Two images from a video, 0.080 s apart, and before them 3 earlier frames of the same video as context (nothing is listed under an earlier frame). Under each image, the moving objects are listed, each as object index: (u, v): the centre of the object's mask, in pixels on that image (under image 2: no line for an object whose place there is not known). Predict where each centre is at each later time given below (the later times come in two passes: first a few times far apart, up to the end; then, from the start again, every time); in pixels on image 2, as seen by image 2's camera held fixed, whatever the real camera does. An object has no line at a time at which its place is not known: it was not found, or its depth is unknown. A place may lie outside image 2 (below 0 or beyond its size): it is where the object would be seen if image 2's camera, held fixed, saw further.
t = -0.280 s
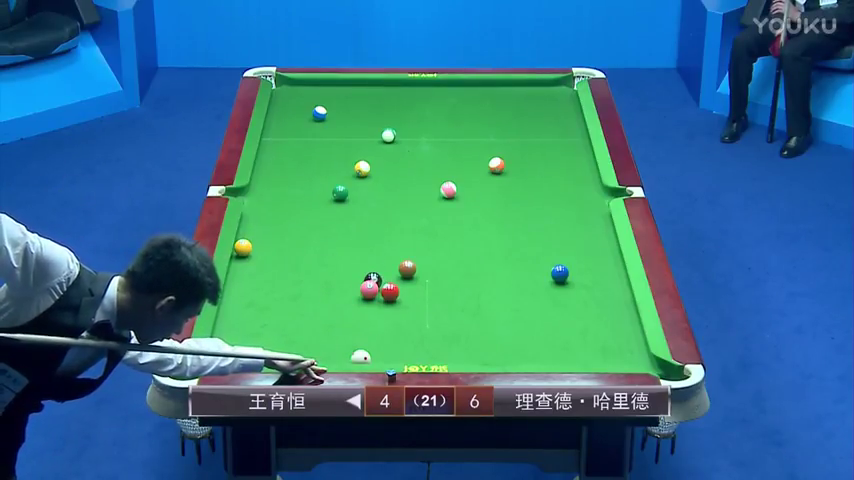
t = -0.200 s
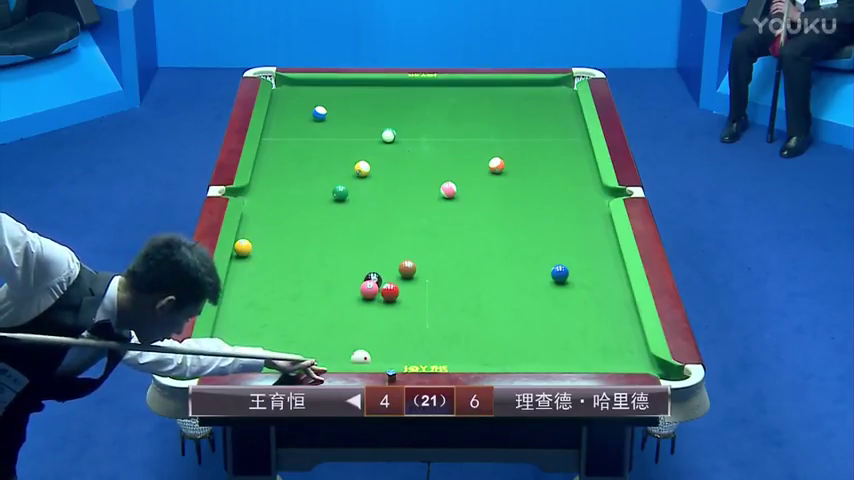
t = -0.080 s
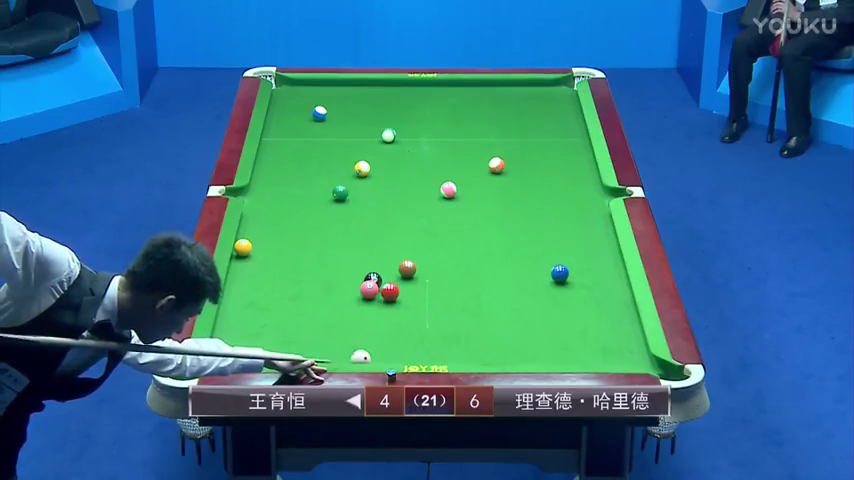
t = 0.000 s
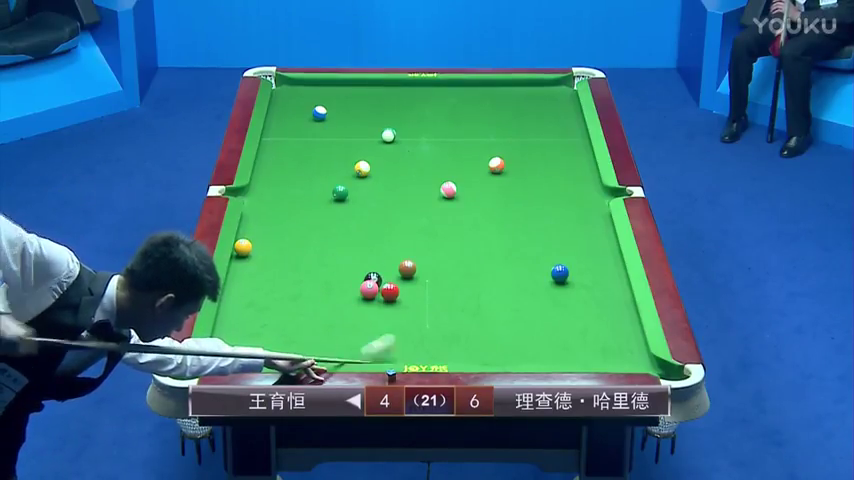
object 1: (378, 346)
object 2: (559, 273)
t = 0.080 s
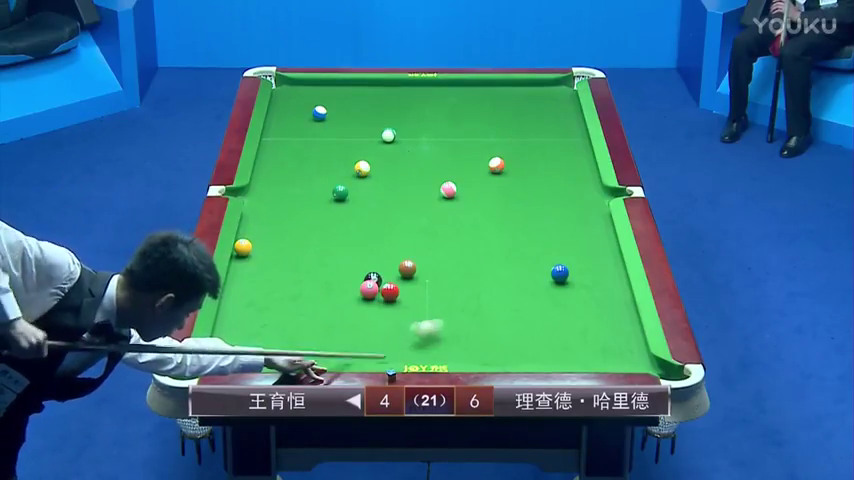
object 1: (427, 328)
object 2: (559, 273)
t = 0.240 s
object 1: (509, 295)
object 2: (560, 273)
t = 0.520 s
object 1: (582, 286)
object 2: (593, 243)
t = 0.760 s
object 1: (621, 293)
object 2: (590, 216)
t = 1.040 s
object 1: (602, 303)
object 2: (561, 191)
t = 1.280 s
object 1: (584, 312)
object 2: (539, 172)
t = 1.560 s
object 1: (563, 322)
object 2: (515, 151)
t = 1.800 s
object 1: (545, 330)
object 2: (497, 135)
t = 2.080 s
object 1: (526, 339)
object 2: (477, 117)
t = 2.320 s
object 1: (511, 345)
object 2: (462, 104)
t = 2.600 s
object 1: (494, 352)
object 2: (446, 89)
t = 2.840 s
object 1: (482, 356)
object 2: (434, 87)
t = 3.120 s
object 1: (469, 359)
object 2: (423, 97)
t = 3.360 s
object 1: (463, 356)
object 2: (414, 105)
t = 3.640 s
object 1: (457, 355)
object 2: (404, 114)
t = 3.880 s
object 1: (454, 354)
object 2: (396, 121)
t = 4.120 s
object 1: (452, 354)
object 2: (387, 125)
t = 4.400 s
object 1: (451, 354)
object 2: (377, 131)
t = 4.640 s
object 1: (451, 354)
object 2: (369, 133)
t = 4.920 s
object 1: (451, 354)
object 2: (361, 135)
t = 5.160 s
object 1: (451, 354)
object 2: (356, 135)
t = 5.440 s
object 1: (451, 354)
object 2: (351, 136)
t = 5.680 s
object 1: (451, 354)
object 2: (348, 137)
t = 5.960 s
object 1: (451, 354)
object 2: (346, 137)
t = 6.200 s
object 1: (451, 354)
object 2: (346, 138)
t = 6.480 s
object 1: (451, 354)
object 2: (346, 138)
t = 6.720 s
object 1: (451, 354)
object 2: (346, 138)
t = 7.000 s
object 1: (451, 354)
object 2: (346, 137)
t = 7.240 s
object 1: (451, 354)
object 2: (346, 137)
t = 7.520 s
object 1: (451, 354)
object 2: (346, 137)
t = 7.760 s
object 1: (451, 354)
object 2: (346, 137)
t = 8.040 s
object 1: (451, 354)
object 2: (346, 138)
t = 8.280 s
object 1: (451, 354)
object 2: (346, 137)
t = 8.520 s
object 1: (451, 354)
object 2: (346, 138)
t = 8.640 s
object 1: (451, 354)
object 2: (346, 138)
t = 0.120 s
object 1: (449, 319)
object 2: (560, 273)
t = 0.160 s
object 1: (470, 311)
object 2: (559, 273)
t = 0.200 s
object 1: (490, 303)
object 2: (560, 273)
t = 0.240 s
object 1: (509, 295)
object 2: (560, 273)
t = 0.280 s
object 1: (527, 289)
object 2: (560, 273)
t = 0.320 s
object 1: (544, 282)
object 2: (561, 272)
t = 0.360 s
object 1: (555, 281)
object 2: (565, 267)
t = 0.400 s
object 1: (562, 282)
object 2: (572, 261)
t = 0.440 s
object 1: (569, 283)
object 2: (579, 255)
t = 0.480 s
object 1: (576, 285)
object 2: (586, 249)
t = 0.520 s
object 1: (582, 286)
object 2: (593, 243)
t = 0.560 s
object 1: (589, 287)
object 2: (598, 238)
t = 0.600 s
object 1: (595, 288)
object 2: (604, 233)
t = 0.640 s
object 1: (602, 290)
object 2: (606, 229)
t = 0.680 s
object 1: (608, 291)
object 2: (599, 224)
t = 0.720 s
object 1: (614, 291)
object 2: (594, 220)
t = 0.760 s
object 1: (621, 293)
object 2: (590, 216)
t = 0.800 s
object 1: (622, 294)
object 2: (585, 213)
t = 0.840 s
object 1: (618, 296)
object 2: (581, 208)
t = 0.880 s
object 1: (615, 297)
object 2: (577, 205)
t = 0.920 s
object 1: (612, 299)
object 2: (573, 202)
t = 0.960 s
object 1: (608, 300)
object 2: (569, 198)
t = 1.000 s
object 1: (605, 302)
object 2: (565, 195)
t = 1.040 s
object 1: (602, 303)
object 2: (561, 191)
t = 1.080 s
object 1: (599, 305)
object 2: (557, 188)
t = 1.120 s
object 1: (596, 306)
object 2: (553, 185)
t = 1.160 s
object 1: (593, 307)
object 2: (549, 181)
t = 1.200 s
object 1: (590, 309)
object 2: (546, 178)
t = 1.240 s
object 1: (586, 311)
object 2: (542, 175)
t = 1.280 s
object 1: (584, 312)
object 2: (539, 172)
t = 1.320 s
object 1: (580, 314)
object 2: (535, 169)
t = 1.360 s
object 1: (577, 315)
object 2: (532, 165)
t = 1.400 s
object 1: (574, 316)
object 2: (528, 162)
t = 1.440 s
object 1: (572, 318)
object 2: (525, 160)
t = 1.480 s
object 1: (569, 319)
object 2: (522, 157)
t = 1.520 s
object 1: (565, 321)
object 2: (518, 154)
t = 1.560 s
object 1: (563, 322)
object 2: (515, 151)
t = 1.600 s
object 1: (560, 323)
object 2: (512, 148)
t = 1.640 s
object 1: (557, 325)
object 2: (509, 145)
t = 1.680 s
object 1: (554, 326)
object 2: (506, 143)
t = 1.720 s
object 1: (551, 327)
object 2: (502, 140)
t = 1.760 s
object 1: (548, 329)
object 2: (500, 137)
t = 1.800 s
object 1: (545, 330)
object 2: (497, 135)
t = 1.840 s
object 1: (542, 331)
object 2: (494, 132)
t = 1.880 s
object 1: (540, 333)
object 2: (491, 130)
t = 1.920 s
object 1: (537, 334)
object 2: (488, 127)
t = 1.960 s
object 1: (534, 335)
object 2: (485, 125)
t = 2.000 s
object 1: (532, 336)
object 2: (483, 122)
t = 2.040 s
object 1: (529, 338)
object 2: (480, 119)
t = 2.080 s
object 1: (526, 339)
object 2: (477, 117)
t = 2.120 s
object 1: (524, 340)
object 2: (474, 115)
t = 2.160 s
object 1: (521, 341)
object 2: (472, 112)
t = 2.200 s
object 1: (519, 342)
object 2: (469, 110)
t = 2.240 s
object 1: (516, 344)
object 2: (467, 108)
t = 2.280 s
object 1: (513, 344)
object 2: (464, 105)
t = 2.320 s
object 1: (511, 345)
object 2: (462, 104)
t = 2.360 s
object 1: (509, 347)
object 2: (459, 102)
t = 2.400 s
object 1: (506, 348)
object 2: (457, 99)
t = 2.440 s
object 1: (504, 349)
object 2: (455, 97)
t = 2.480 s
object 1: (501, 350)
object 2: (453, 95)
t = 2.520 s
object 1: (499, 351)
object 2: (450, 93)
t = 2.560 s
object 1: (497, 352)
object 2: (448, 91)
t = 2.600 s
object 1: (494, 352)
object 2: (446, 89)
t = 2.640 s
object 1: (493, 353)
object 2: (443, 87)
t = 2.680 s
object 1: (490, 354)
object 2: (441, 85)
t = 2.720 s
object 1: (488, 354)
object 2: (439, 84)
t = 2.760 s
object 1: (486, 354)
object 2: (437, 84)
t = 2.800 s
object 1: (484, 355)
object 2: (436, 86)
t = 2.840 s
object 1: (482, 356)
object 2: (434, 87)
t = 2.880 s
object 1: (480, 356)
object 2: (433, 88)
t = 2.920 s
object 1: (478, 357)
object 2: (431, 90)
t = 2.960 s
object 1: (476, 357)
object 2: (429, 91)
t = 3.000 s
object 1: (474, 358)
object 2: (428, 93)
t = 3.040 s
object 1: (472, 359)
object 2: (427, 94)
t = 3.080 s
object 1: (471, 359)
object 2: (425, 95)
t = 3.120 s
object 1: (469, 359)
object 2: (423, 97)
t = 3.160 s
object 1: (468, 358)
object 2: (422, 98)
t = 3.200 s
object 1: (467, 358)
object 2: (420, 99)
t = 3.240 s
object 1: (466, 357)
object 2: (419, 101)
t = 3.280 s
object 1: (465, 357)
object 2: (417, 102)
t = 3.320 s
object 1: (464, 357)
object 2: (416, 103)
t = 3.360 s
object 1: (463, 356)
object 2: (414, 105)
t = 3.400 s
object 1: (462, 356)
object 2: (413, 106)
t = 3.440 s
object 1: (461, 356)
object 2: (412, 107)
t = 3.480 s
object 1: (460, 356)
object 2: (410, 109)
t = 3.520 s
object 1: (459, 356)
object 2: (408, 110)
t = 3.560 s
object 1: (459, 355)
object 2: (407, 111)
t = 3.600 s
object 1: (458, 355)
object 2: (406, 113)
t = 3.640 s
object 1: (457, 355)
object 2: (404, 114)
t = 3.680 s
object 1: (456, 355)
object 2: (402, 115)
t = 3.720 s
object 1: (456, 355)
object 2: (401, 116)
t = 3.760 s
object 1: (455, 354)
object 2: (400, 118)
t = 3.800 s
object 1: (454, 354)
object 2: (399, 118)
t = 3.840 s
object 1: (454, 354)
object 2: (397, 120)
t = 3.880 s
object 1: (454, 354)
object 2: (396, 121)
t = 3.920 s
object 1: (453, 354)
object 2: (395, 122)
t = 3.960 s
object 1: (453, 353)
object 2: (393, 122)
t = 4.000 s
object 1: (452, 354)
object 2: (392, 123)
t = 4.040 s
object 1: (452, 353)
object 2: (391, 124)
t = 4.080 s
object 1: (452, 353)
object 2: (389, 124)
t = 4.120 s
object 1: (452, 354)
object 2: (387, 125)
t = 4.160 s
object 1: (451, 354)
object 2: (386, 126)
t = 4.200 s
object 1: (451, 354)
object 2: (383, 128)
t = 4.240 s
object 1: (451, 354)
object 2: (382, 128)
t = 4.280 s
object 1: (451, 354)
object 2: (380, 129)
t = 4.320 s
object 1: (451, 354)
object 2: (379, 130)
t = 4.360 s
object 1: (451, 354)
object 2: (378, 130)
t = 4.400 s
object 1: (451, 354)
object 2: (377, 131)
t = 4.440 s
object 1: (451, 354)
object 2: (376, 132)
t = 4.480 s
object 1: (451, 354)
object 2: (374, 132)
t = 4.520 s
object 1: (451, 354)
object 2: (373, 132)
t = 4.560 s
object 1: (451, 354)
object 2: (372, 132)
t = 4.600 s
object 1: (451, 354)
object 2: (370, 132)
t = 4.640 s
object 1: (451, 354)
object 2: (369, 133)
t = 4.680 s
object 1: (451, 354)
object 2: (368, 133)
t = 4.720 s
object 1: (451, 354)
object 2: (367, 133)
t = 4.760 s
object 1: (451, 354)
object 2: (365, 133)
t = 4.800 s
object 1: (451, 354)
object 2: (364, 134)
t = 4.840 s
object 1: (451, 354)
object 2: (363, 134)
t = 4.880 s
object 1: (451, 354)
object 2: (362, 135)
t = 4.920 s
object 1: (451, 354)
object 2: (361, 135)
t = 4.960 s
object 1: (451, 354)
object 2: (360, 135)
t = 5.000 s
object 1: (451, 354)
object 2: (359, 135)
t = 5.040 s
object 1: (451, 354)
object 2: (359, 135)
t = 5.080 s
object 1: (451, 354)
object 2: (358, 135)
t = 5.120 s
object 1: (451, 354)
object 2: (357, 135)
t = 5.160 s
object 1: (451, 354)
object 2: (356, 135)
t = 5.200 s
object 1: (451, 354)
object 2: (355, 135)
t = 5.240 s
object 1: (451, 354)
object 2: (354, 136)
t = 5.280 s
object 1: (451, 354)
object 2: (354, 136)
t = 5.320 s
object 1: (451, 354)
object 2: (353, 136)
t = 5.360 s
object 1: (451, 354)
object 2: (352, 136)
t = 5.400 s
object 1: (451, 354)
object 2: (351, 136)
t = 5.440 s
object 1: (451, 354)
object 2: (351, 136)
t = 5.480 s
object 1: (451, 354)
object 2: (350, 136)
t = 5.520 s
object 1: (451, 354)
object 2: (350, 136)
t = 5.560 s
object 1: (451, 354)
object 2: (349, 137)
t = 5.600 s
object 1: (451, 354)
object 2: (349, 137)
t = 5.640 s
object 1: (451, 354)
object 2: (348, 137)
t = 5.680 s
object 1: (451, 354)
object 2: (348, 137)
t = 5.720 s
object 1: (451, 354)
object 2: (348, 137)
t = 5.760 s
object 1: (451, 354)
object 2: (347, 137)
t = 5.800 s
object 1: (451, 354)
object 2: (347, 137)
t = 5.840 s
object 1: (451, 354)
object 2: (347, 137)
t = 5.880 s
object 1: (451, 354)
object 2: (347, 137)
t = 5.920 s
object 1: (451, 354)
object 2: (346, 137)
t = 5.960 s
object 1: (451, 354)
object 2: (346, 137)
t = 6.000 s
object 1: (451, 354)
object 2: (346, 137)
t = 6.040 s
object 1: (451, 354)
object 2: (346, 137)
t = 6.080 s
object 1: (451, 354)
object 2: (346, 137)
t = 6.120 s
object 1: (451, 354)
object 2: (346, 138)
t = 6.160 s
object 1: (451, 354)
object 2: (346, 138)
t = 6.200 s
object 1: (451, 354)
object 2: (346, 138)
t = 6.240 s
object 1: (451, 354)
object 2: (346, 138)
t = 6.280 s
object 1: (451, 354)
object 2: (346, 138)
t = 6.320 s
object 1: (451, 354)
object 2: (346, 138)
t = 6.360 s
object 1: (451, 354)
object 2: (346, 138)
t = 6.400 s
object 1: (451, 354)
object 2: (346, 138)
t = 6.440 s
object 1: (451, 354)
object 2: (346, 138)
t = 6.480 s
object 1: (451, 354)
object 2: (346, 138)
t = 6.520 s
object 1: (451, 354)
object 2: (346, 138)
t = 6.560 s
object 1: (451, 354)
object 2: (346, 138)
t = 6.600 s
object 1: (451, 354)
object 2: (346, 138)
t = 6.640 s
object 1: (451, 354)
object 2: (346, 138)
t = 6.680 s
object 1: (451, 354)
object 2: (346, 138)
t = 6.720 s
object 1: (451, 354)
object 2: (346, 138)
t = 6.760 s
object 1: (451, 354)
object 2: (346, 138)
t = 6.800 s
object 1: (451, 354)
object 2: (346, 138)
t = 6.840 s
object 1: (451, 354)
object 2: (346, 138)
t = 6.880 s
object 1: (451, 354)
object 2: (346, 138)
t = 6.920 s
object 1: (451, 354)
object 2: (346, 138)
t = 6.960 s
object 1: (451, 354)
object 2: (346, 137)
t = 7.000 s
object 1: (451, 354)
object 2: (346, 137)
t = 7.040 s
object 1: (451, 354)
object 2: (346, 137)
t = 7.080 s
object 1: (451, 354)
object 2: (346, 137)
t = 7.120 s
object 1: (451, 354)
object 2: (346, 137)
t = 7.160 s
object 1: (451, 354)
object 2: (346, 137)
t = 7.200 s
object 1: (451, 354)
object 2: (346, 137)
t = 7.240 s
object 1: (451, 354)
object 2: (346, 137)
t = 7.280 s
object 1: (451, 354)
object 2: (346, 137)
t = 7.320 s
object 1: (451, 354)
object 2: (346, 137)
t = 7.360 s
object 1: (451, 354)
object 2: (346, 137)
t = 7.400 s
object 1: (451, 354)
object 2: (346, 137)
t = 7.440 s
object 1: (451, 354)
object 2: (346, 137)
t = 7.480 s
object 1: (451, 354)
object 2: (346, 137)
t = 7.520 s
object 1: (451, 354)
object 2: (346, 137)
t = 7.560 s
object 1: (451, 354)
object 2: (346, 137)
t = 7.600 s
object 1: (451, 354)
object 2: (346, 137)
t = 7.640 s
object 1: (451, 354)
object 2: (346, 137)
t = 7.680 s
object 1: (451, 354)
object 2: (346, 137)
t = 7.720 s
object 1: (451, 354)
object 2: (346, 137)
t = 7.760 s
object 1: (451, 354)
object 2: (346, 137)
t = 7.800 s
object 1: (451, 354)
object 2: (346, 137)
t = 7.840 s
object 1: (451, 354)
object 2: (346, 137)
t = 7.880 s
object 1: (451, 354)
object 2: (346, 137)
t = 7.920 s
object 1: (451, 354)
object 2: (346, 137)
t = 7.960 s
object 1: (451, 354)
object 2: (346, 137)
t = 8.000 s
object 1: (451, 354)
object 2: (346, 138)
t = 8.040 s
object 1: (451, 354)
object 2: (346, 138)
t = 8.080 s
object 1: (451, 354)
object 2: (346, 137)
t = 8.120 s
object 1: (451, 354)
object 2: (346, 137)
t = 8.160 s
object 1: (451, 354)
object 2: (346, 137)
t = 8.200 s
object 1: (451, 354)
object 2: (346, 137)
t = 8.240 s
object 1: (451, 354)
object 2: (346, 137)
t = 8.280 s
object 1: (451, 354)
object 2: (346, 137)
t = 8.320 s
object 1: (451, 354)
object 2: (346, 138)
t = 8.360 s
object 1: (451, 354)
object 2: (346, 137)
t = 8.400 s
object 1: (451, 354)
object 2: (346, 137)
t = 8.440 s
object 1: (451, 354)
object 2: (346, 138)
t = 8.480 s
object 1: (451, 354)
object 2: (346, 138)
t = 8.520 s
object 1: (451, 354)
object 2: (346, 138)
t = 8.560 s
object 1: (451, 354)
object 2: (346, 138)
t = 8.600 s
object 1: (451, 354)
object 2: (346, 138)
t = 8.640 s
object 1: (451, 354)
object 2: (346, 138)
